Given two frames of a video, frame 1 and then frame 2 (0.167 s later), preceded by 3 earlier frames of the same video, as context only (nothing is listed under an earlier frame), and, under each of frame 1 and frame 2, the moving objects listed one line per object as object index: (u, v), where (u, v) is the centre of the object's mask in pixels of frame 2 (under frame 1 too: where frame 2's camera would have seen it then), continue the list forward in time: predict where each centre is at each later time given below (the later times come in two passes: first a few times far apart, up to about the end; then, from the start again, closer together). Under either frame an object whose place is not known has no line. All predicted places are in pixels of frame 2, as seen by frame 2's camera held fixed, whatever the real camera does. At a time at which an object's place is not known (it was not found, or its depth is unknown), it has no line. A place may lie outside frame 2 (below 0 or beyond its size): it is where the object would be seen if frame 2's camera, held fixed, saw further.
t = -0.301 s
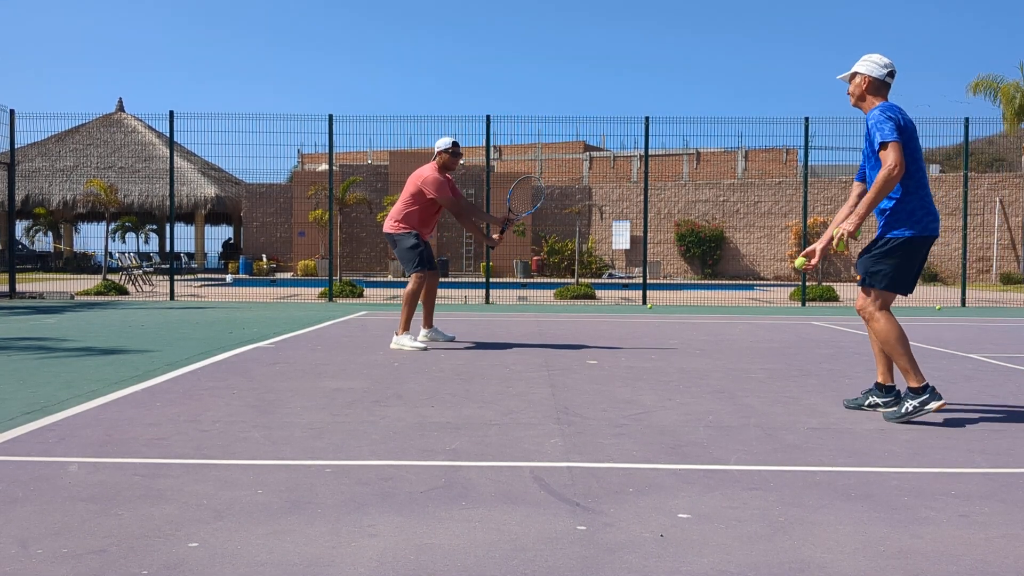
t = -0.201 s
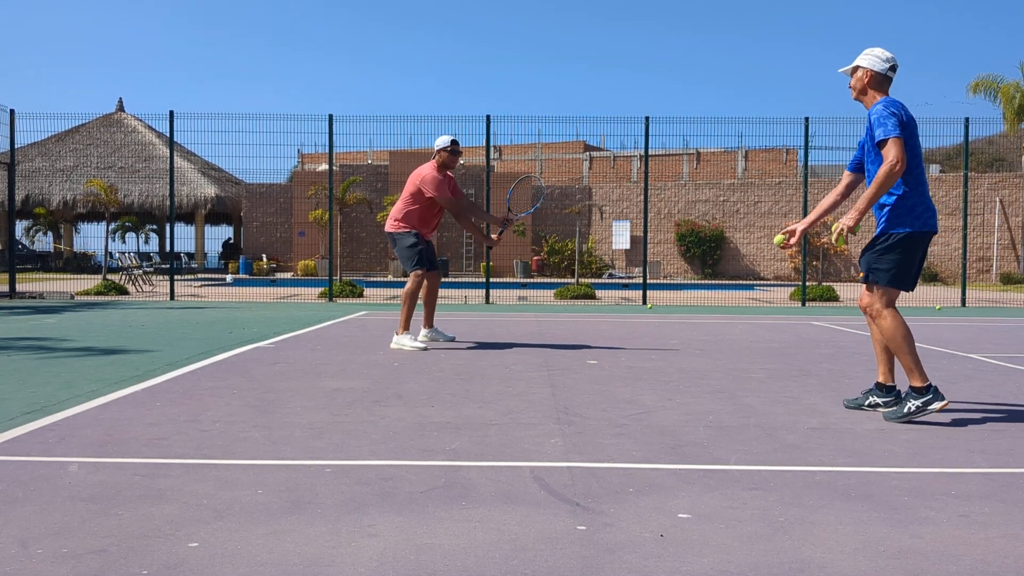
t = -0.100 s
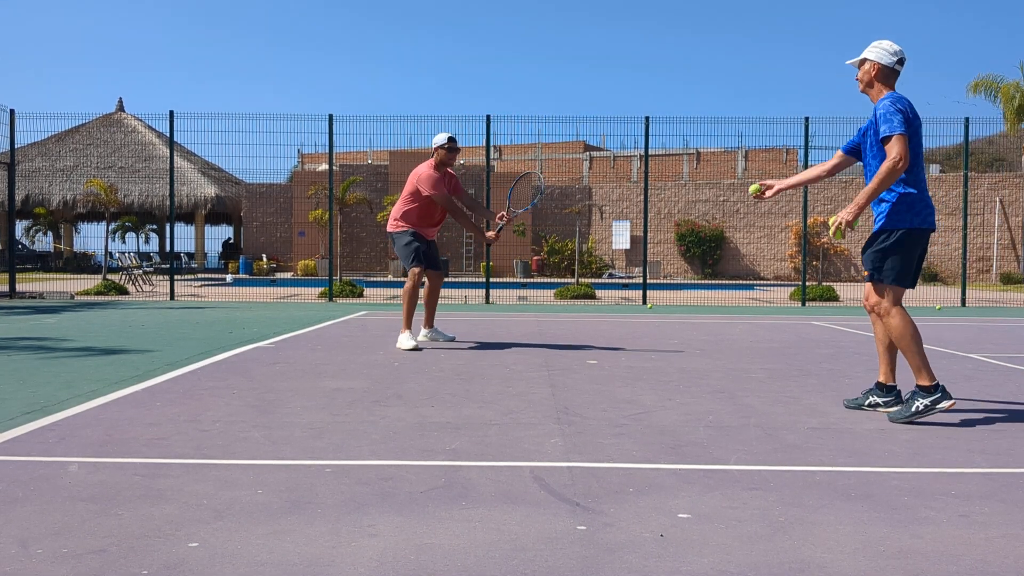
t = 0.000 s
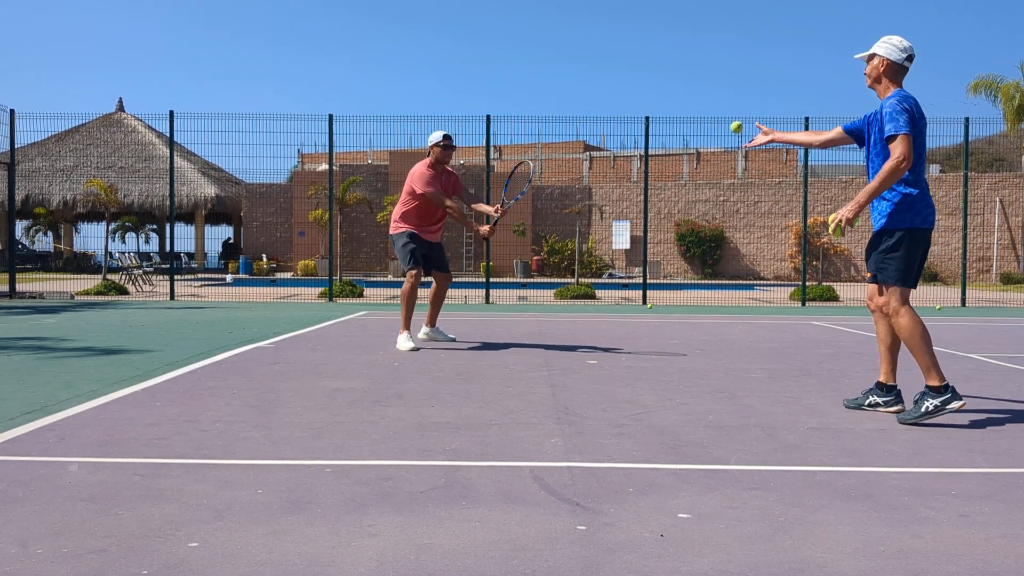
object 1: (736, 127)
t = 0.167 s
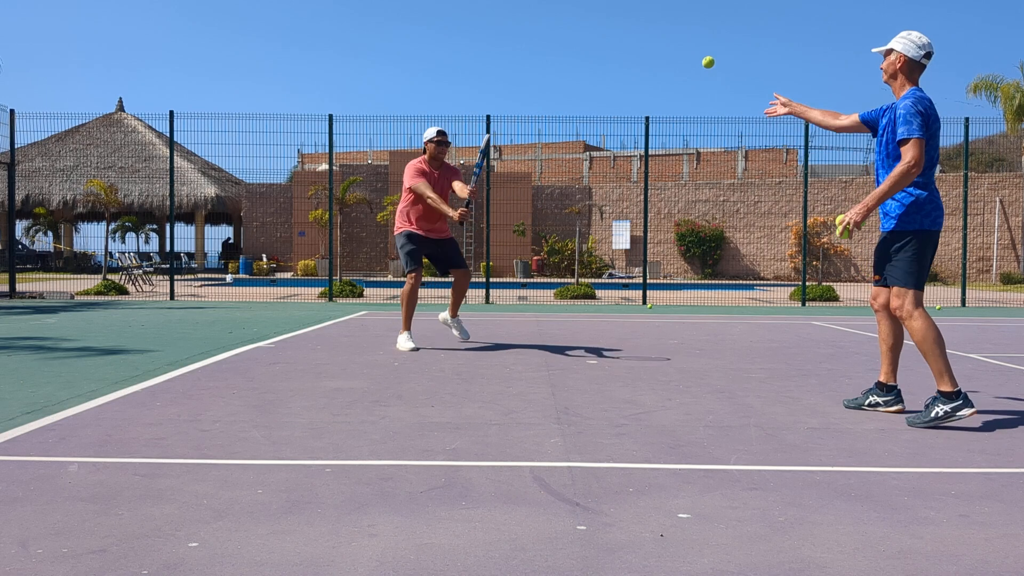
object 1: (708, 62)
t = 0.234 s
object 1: (697, 51)
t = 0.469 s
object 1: (658, 73)
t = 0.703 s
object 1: (621, 185)
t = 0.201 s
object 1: (702, 55)
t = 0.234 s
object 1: (697, 51)
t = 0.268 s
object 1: (691, 48)
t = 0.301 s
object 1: (686, 47)
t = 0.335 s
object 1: (680, 48)
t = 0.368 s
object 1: (675, 52)
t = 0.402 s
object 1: (669, 57)
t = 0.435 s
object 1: (664, 64)
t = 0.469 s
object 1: (658, 73)
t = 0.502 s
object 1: (653, 83)
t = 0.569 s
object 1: (642, 111)
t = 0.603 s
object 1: (637, 127)
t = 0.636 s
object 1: (632, 145)
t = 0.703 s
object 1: (621, 185)
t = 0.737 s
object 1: (617, 208)
